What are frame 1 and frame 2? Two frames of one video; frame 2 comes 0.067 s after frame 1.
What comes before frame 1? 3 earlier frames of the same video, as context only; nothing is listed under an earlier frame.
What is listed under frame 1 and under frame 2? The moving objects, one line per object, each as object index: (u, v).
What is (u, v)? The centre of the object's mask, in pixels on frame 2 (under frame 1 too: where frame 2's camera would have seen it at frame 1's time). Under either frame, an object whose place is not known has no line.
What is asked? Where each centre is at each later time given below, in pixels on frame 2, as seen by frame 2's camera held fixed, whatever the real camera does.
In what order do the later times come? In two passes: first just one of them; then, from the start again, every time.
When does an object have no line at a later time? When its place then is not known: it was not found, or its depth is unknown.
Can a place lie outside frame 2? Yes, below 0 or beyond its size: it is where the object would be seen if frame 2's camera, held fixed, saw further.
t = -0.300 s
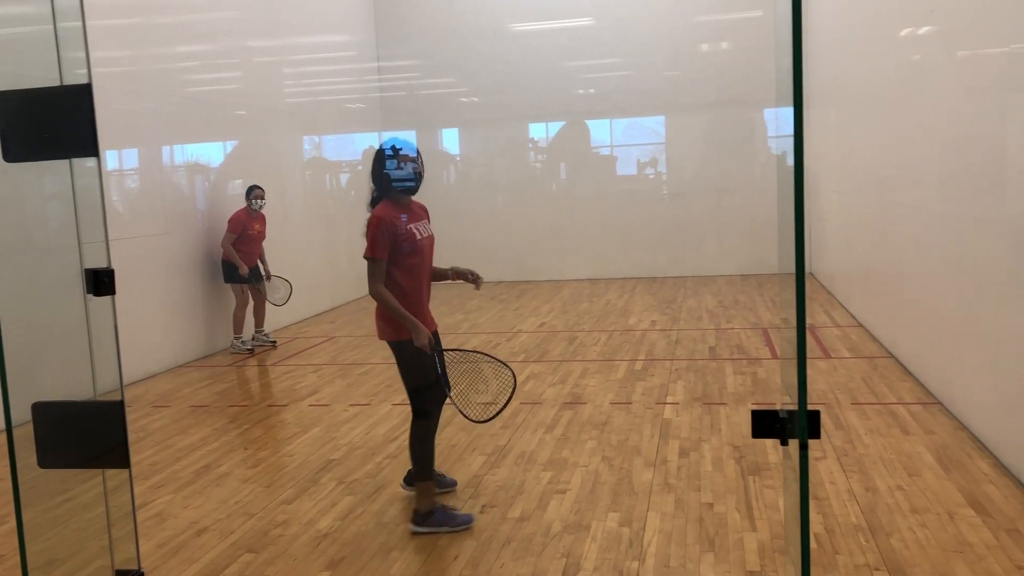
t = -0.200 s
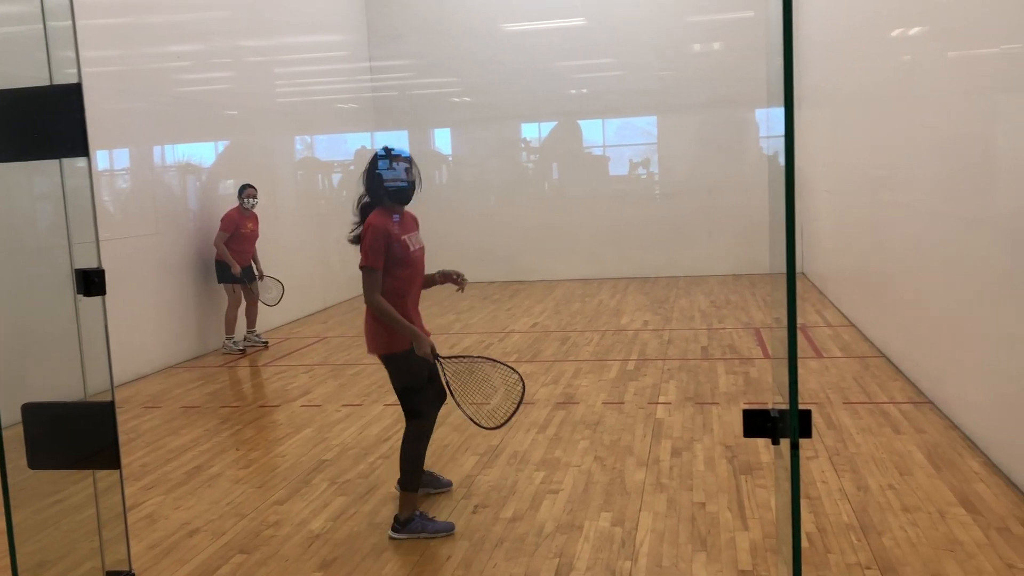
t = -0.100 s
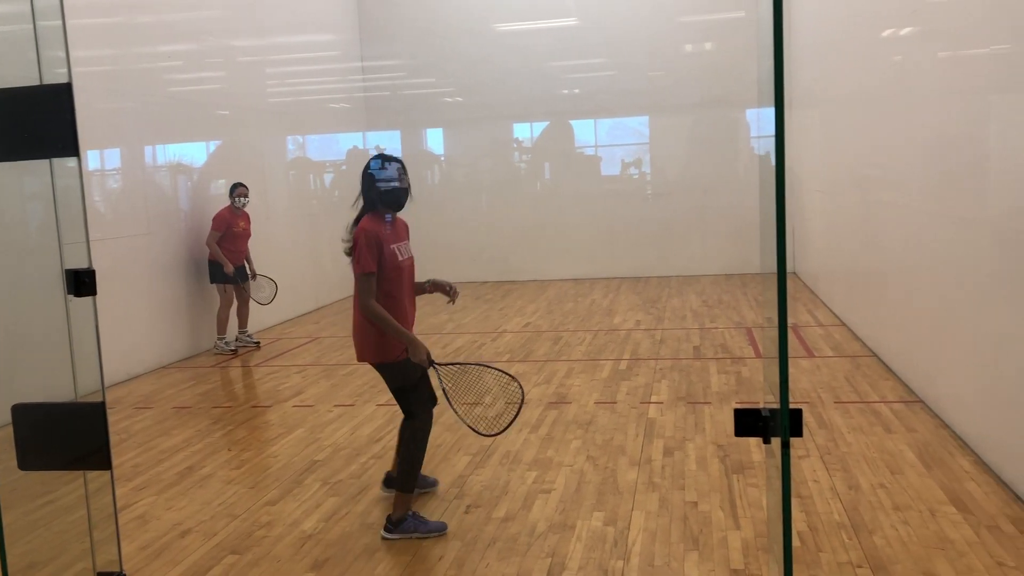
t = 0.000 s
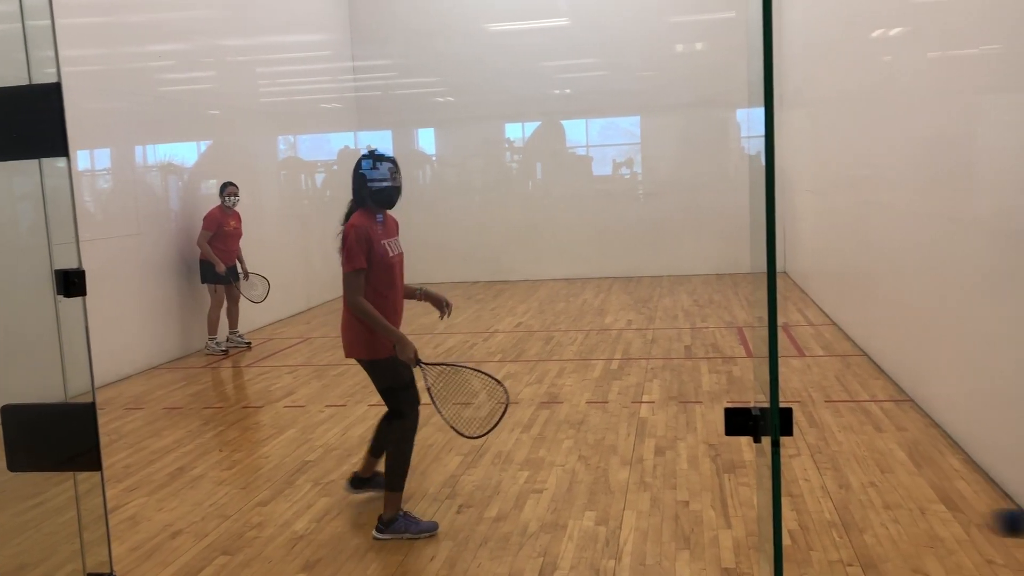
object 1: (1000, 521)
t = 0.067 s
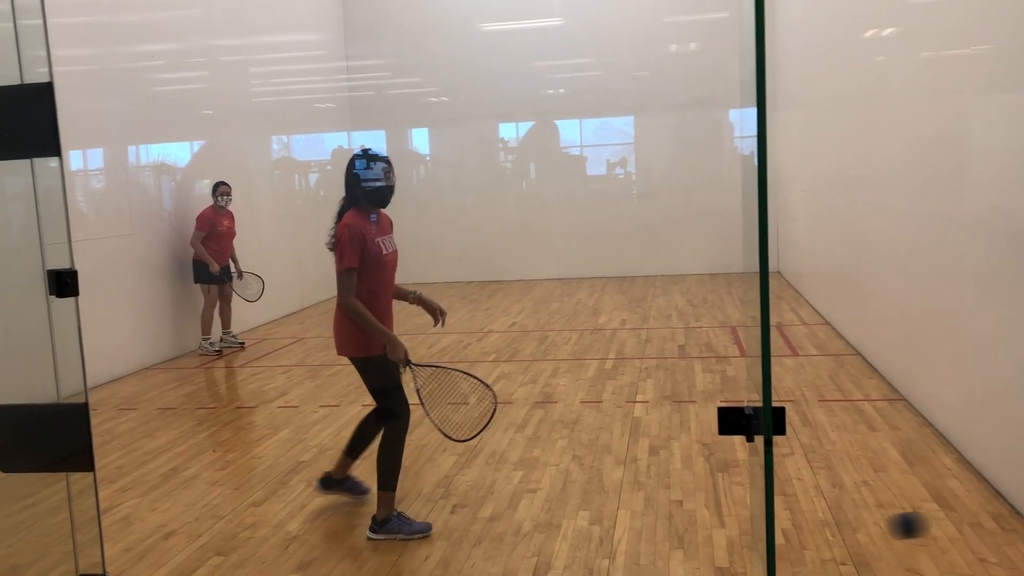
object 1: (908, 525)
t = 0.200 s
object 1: (780, 572)
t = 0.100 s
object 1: (867, 534)
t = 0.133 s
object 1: (830, 547)
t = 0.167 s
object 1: (800, 562)
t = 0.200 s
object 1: (780, 572)
